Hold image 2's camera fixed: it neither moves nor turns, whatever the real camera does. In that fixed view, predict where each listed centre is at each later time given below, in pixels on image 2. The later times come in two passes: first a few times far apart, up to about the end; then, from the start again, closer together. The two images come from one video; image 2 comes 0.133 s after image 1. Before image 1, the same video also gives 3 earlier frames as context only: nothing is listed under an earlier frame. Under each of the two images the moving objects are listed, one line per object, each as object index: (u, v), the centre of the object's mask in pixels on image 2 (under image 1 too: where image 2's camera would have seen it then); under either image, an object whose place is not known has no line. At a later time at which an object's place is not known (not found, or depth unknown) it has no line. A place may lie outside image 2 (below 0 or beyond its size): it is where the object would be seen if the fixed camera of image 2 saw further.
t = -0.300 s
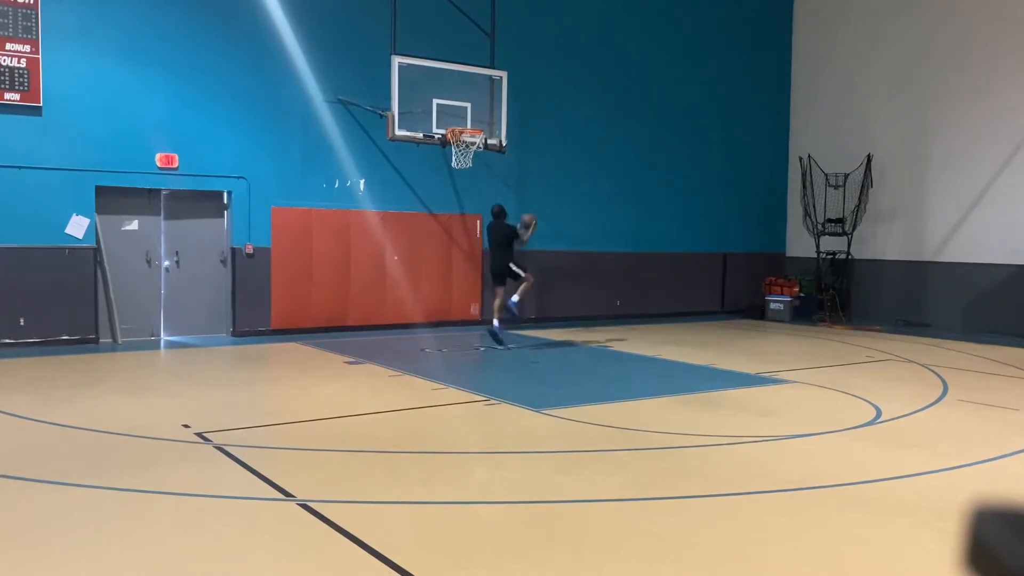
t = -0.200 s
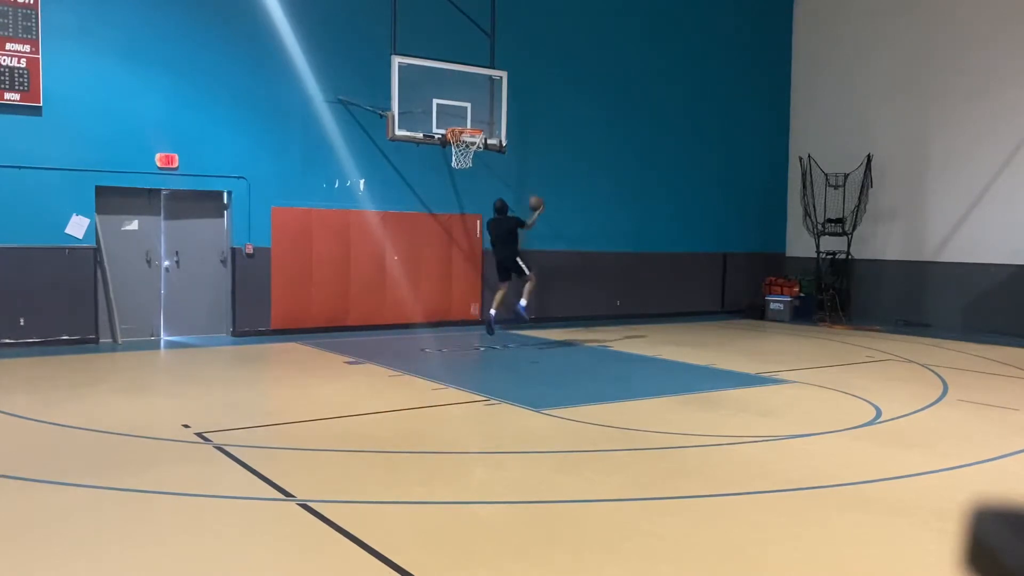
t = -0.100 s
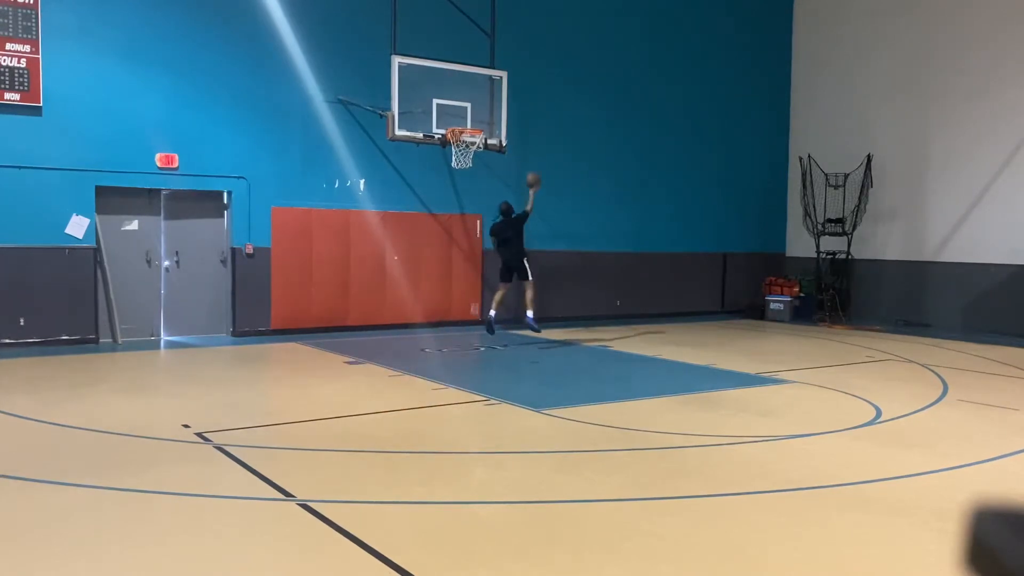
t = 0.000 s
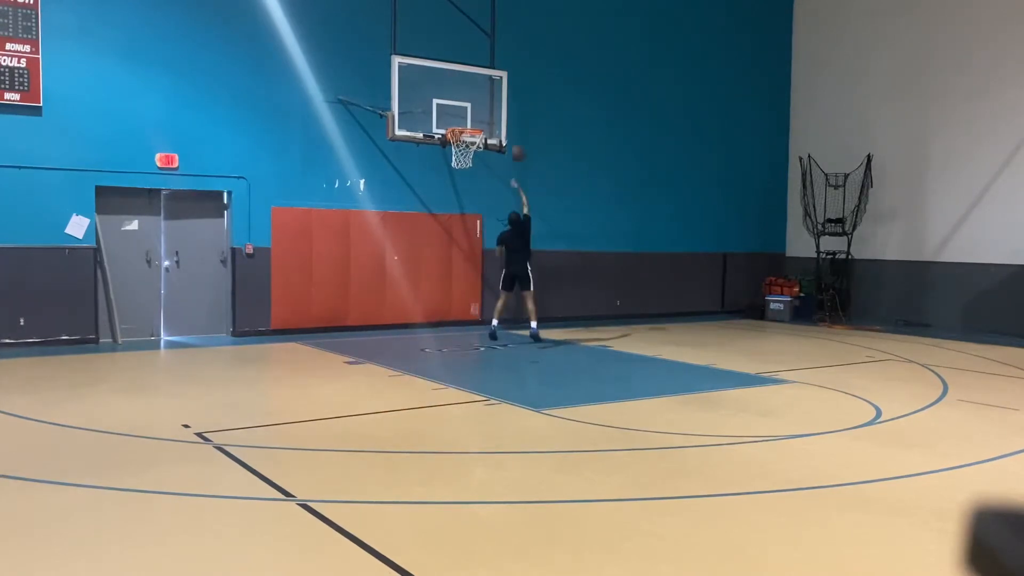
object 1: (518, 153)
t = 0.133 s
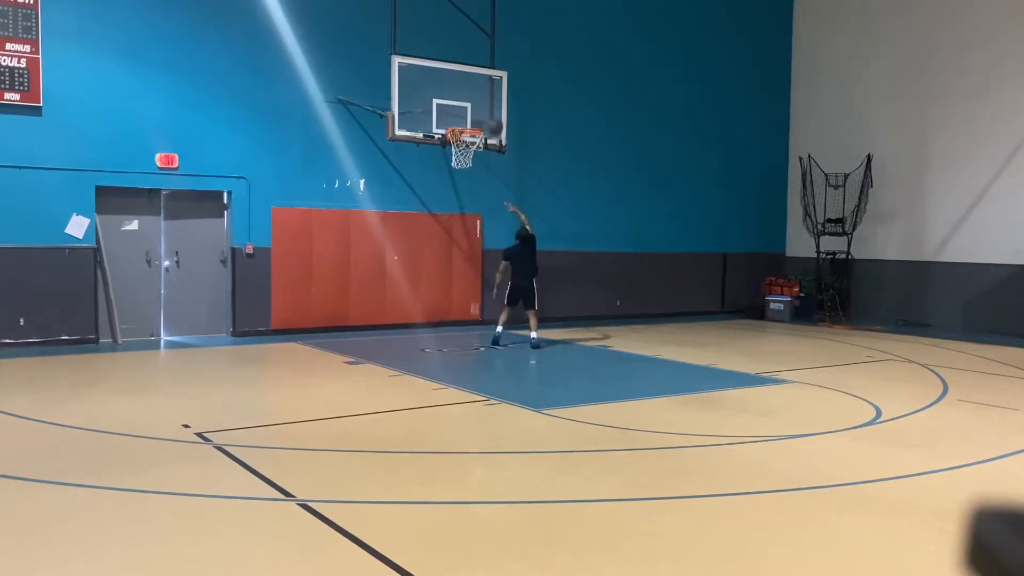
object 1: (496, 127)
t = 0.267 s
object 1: (479, 114)
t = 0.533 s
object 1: (473, 128)
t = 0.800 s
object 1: (452, 165)
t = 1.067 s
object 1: (445, 221)
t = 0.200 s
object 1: (484, 119)
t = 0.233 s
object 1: (479, 116)
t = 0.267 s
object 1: (479, 114)
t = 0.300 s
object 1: (477, 113)
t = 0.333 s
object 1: (477, 113)
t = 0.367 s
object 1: (476, 114)
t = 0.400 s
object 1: (475, 115)
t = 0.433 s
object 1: (474, 118)
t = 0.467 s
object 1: (474, 120)
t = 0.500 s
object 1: (473, 122)
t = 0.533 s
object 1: (473, 128)
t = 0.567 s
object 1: (471, 130)
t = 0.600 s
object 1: (464, 137)
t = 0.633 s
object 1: (464, 138)
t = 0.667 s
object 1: (462, 140)
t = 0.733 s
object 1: (465, 142)
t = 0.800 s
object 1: (452, 165)
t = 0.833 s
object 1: (452, 167)
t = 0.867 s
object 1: (451, 171)
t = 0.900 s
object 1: (451, 178)
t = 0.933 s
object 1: (450, 185)
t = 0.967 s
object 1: (449, 193)
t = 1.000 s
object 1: (448, 201)
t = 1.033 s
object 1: (448, 211)
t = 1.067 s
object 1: (445, 221)
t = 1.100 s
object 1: (445, 232)
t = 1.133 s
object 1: (444, 243)
